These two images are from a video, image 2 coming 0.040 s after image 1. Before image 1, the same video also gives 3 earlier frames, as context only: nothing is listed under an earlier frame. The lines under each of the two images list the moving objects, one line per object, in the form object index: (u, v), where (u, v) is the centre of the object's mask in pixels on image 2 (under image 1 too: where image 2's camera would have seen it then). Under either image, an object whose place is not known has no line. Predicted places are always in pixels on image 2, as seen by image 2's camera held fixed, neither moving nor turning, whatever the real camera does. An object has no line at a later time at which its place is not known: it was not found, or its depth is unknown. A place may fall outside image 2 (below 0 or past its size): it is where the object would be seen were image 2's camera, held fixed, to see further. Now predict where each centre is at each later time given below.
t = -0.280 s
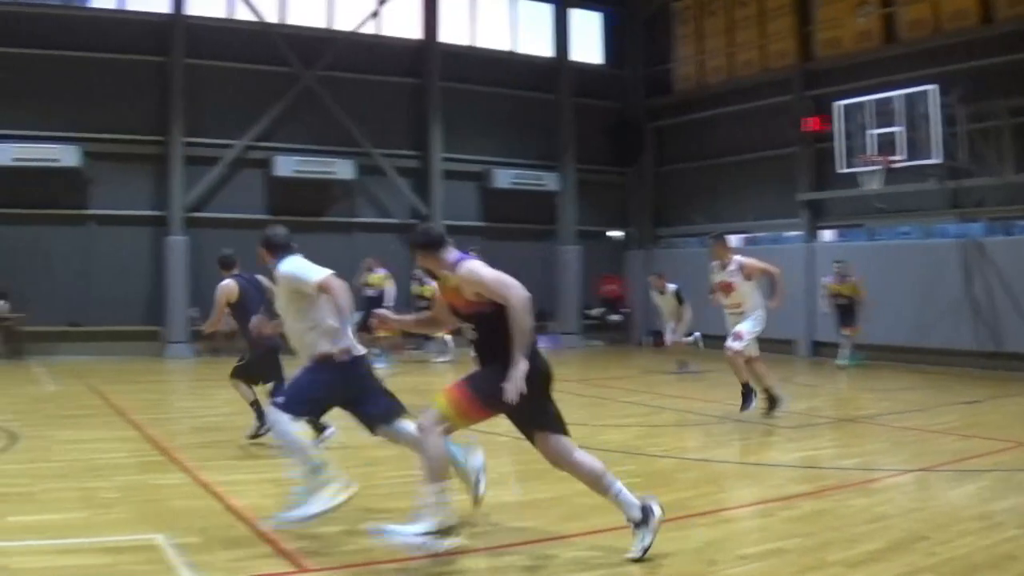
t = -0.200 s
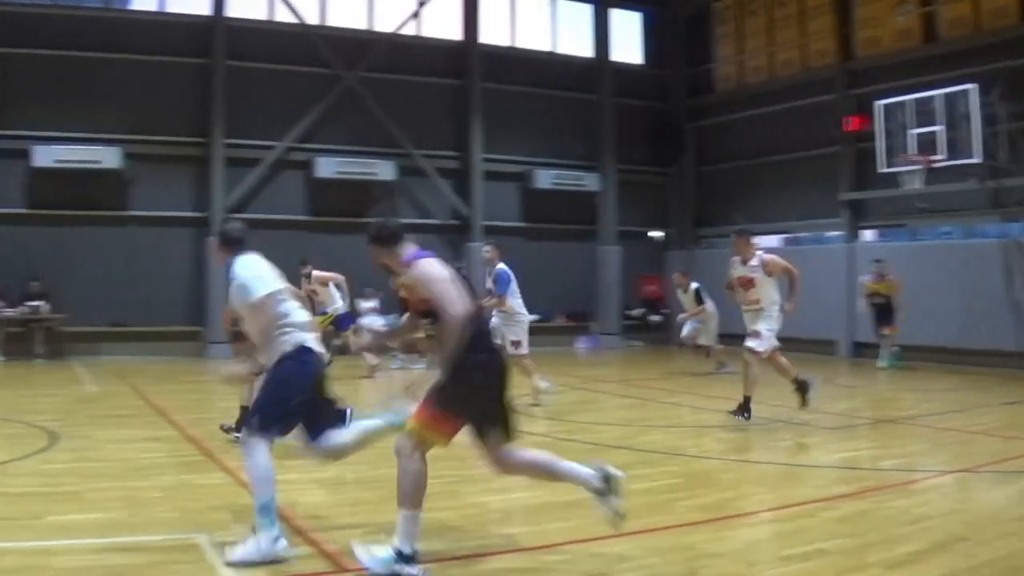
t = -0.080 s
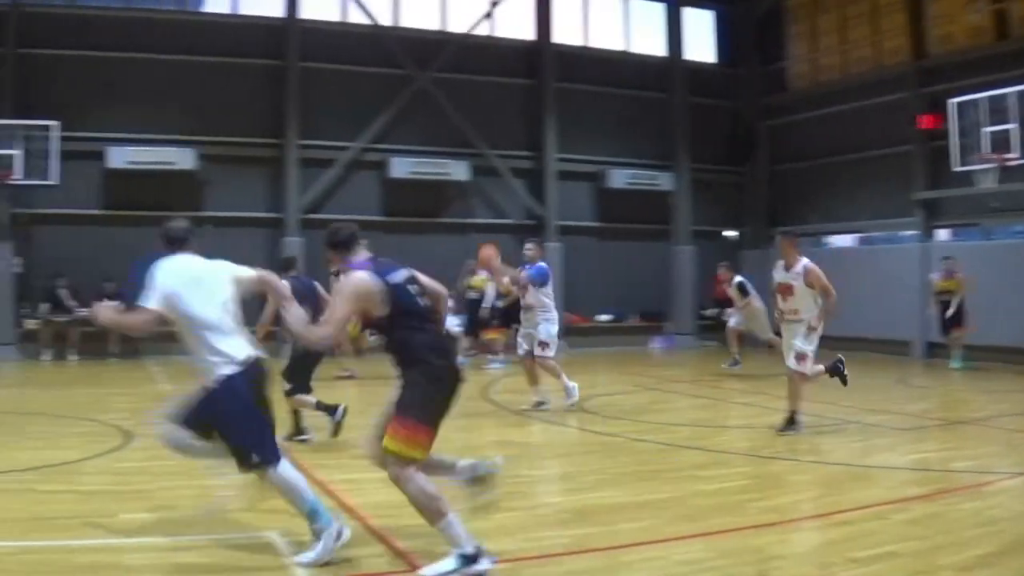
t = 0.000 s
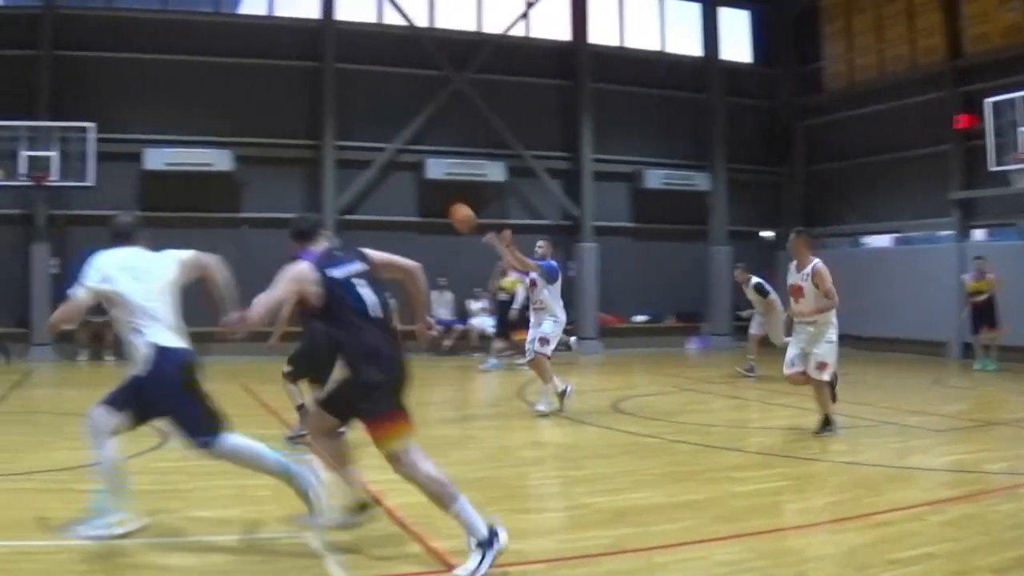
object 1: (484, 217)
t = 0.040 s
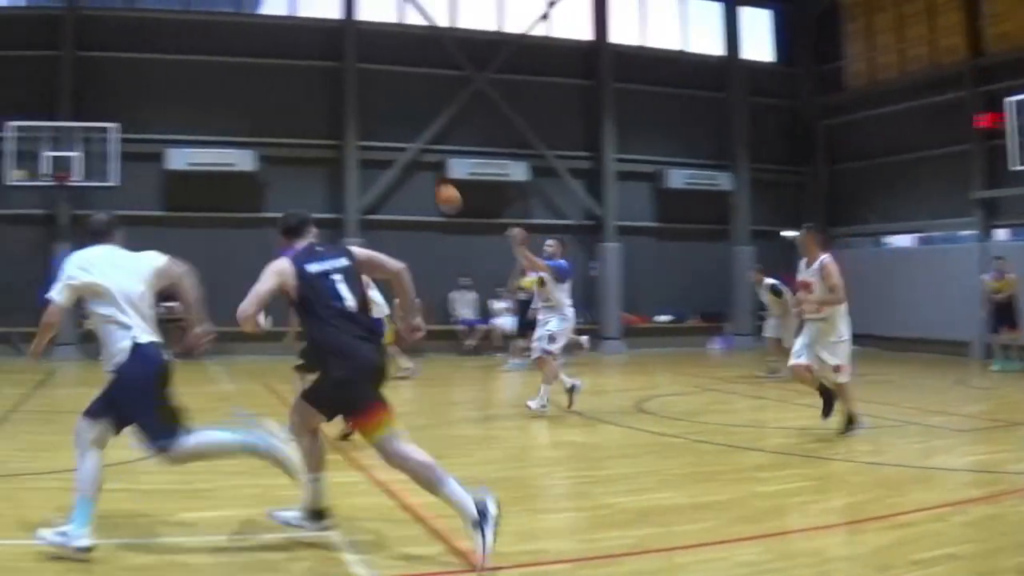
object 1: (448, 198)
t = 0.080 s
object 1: (409, 180)
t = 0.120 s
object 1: (369, 163)
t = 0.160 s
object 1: (327, 147)
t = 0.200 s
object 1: (283, 130)
